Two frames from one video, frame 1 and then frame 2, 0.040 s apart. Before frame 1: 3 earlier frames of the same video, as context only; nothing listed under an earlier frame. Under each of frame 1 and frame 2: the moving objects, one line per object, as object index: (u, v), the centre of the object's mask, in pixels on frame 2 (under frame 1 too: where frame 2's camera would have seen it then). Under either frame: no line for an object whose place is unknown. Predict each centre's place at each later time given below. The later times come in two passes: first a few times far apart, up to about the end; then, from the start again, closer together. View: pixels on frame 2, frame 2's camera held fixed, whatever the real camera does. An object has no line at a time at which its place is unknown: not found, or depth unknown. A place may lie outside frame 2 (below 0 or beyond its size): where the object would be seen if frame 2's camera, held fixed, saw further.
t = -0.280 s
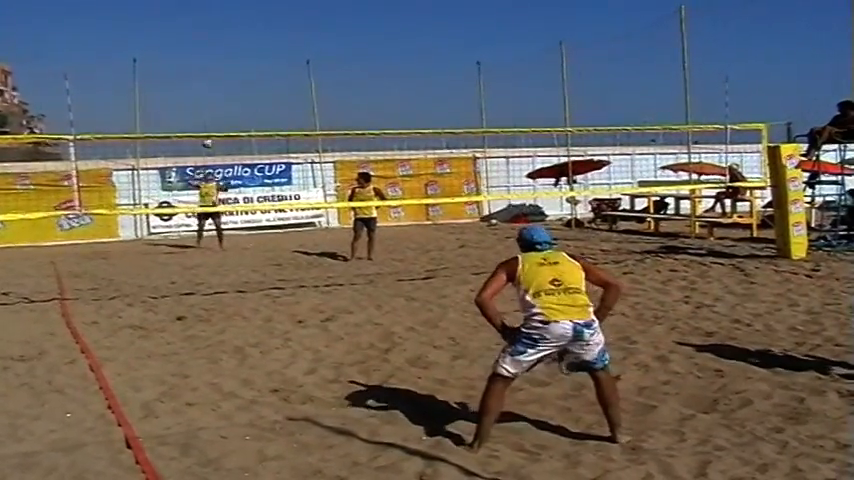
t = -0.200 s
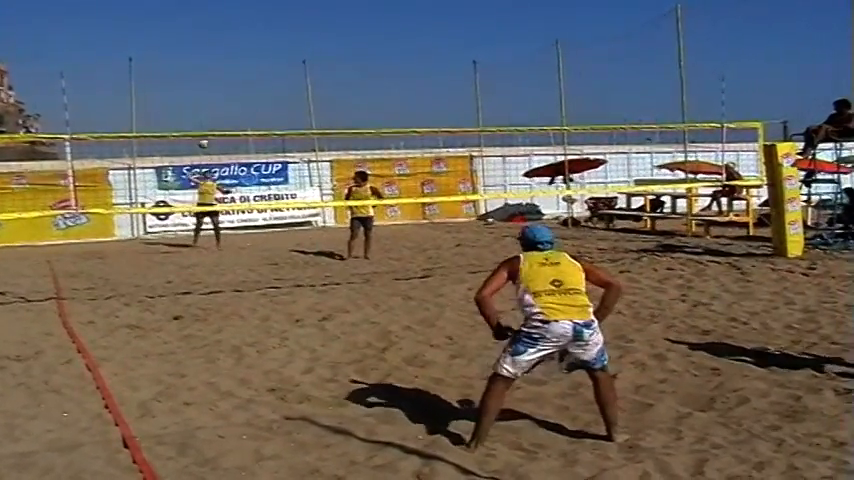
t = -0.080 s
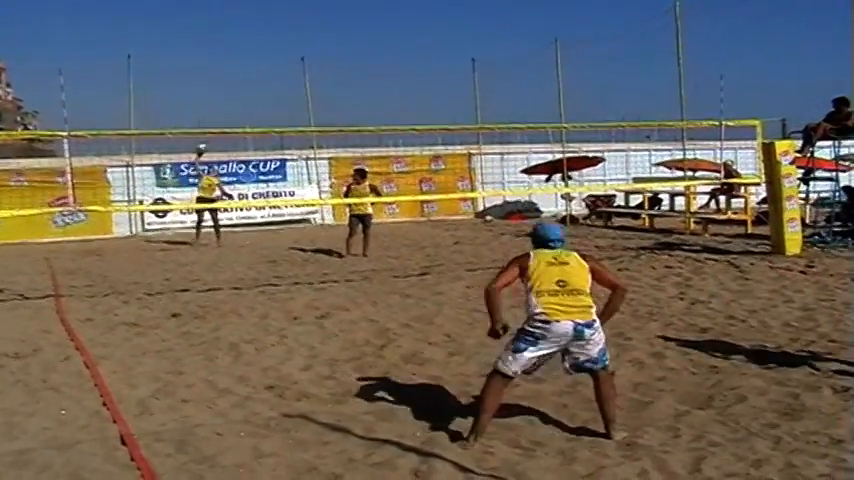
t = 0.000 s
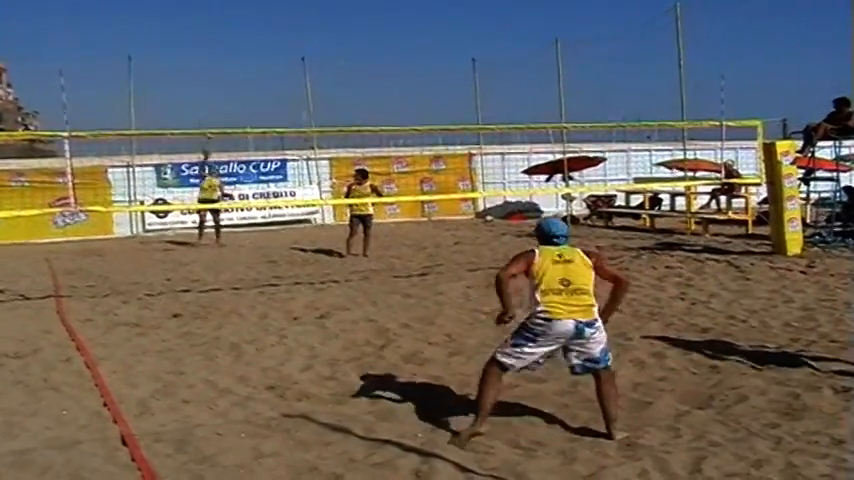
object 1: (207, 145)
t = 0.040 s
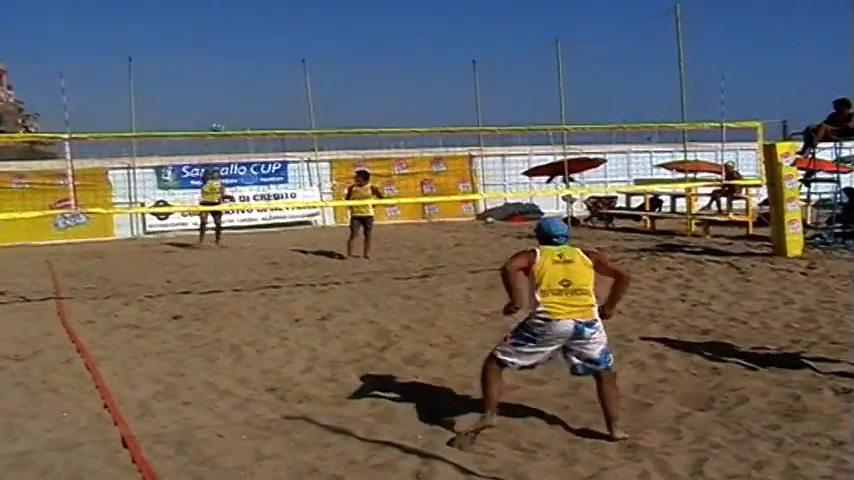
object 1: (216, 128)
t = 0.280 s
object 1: (252, 77)
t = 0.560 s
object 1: (300, 30)
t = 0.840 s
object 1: (384, 28)
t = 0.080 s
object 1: (223, 120)
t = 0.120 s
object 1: (228, 111)
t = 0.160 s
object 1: (234, 102)
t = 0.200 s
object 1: (240, 93)
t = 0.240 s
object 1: (246, 85)
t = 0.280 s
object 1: (252, 77)
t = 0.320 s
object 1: (257, 69)
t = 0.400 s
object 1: (271, 56)
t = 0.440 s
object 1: (277, 49)
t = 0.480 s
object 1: (285, 41)
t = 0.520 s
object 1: (292, 35)
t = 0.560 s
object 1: (300, 30)
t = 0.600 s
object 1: (308, 25)
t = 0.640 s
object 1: (317, 21)
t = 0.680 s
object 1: (328, 19)
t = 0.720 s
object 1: (340, 19)
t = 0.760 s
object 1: (352, 20)
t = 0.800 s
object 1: (366, 22)
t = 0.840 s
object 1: (384, 28)
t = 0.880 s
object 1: (399, 35)
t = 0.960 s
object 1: (438, 57)
